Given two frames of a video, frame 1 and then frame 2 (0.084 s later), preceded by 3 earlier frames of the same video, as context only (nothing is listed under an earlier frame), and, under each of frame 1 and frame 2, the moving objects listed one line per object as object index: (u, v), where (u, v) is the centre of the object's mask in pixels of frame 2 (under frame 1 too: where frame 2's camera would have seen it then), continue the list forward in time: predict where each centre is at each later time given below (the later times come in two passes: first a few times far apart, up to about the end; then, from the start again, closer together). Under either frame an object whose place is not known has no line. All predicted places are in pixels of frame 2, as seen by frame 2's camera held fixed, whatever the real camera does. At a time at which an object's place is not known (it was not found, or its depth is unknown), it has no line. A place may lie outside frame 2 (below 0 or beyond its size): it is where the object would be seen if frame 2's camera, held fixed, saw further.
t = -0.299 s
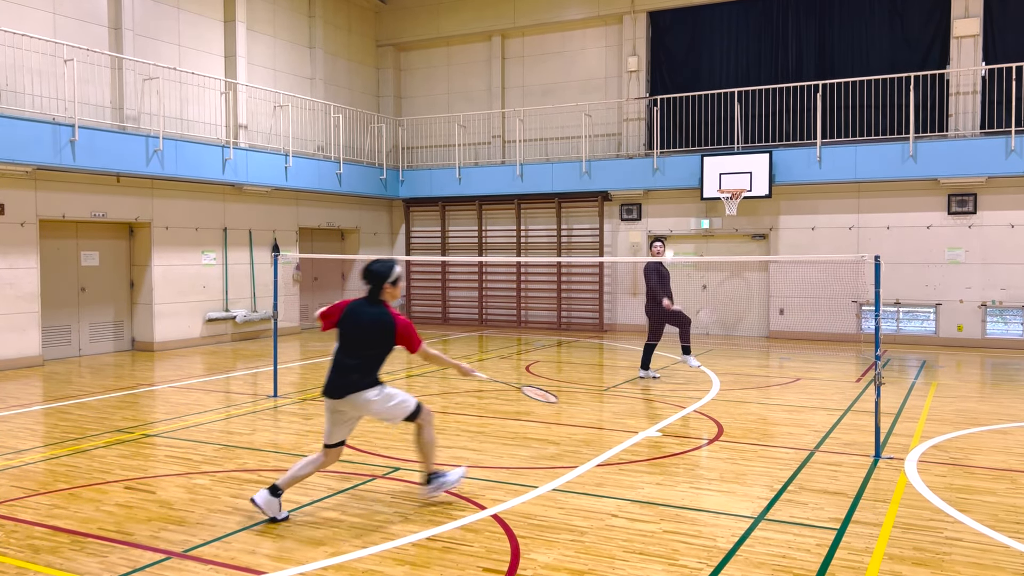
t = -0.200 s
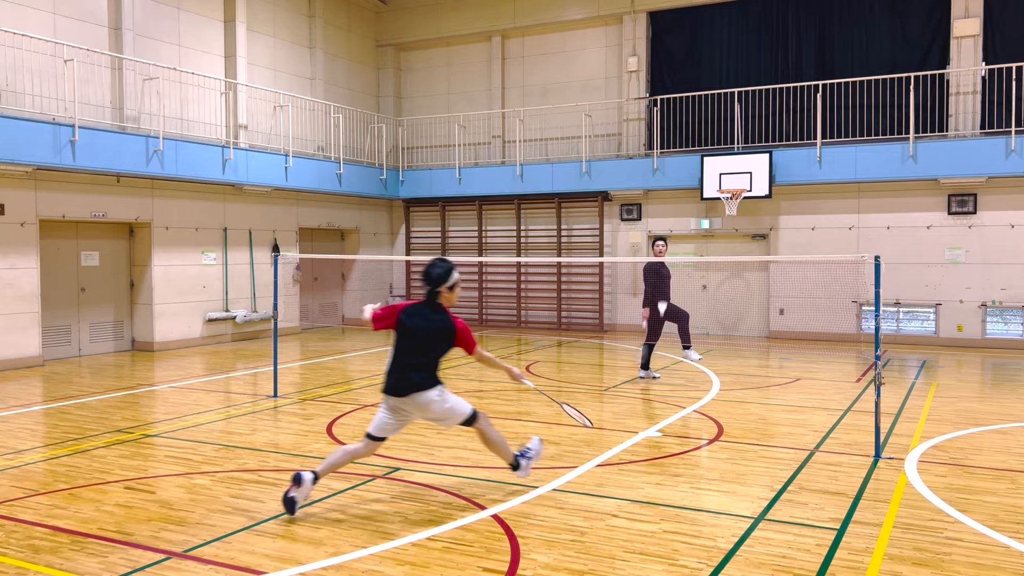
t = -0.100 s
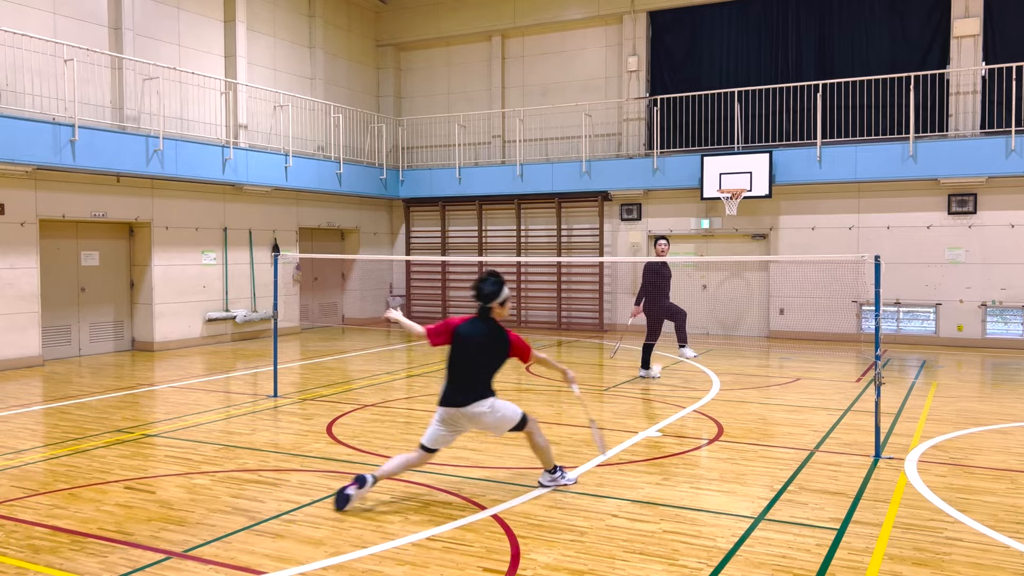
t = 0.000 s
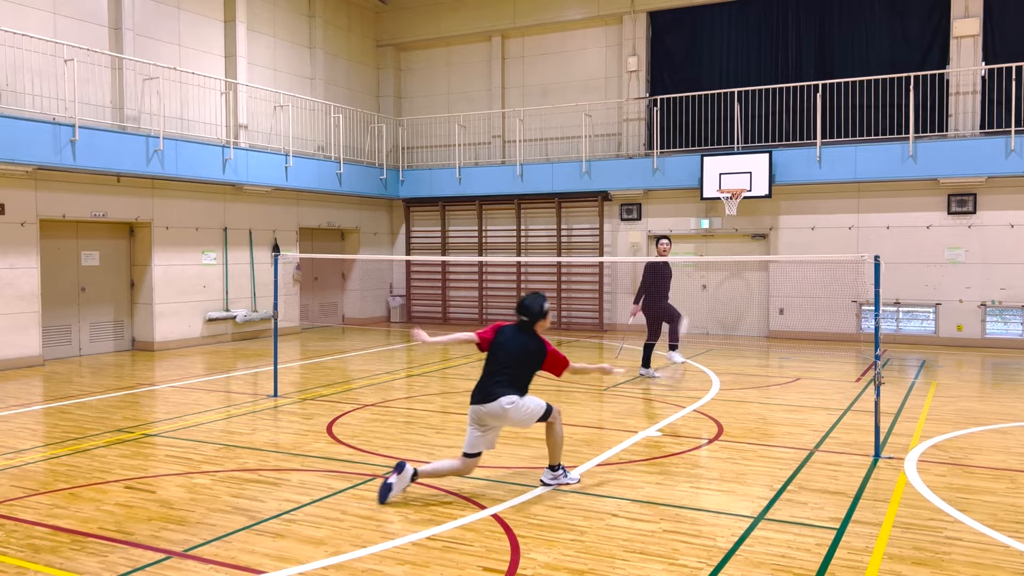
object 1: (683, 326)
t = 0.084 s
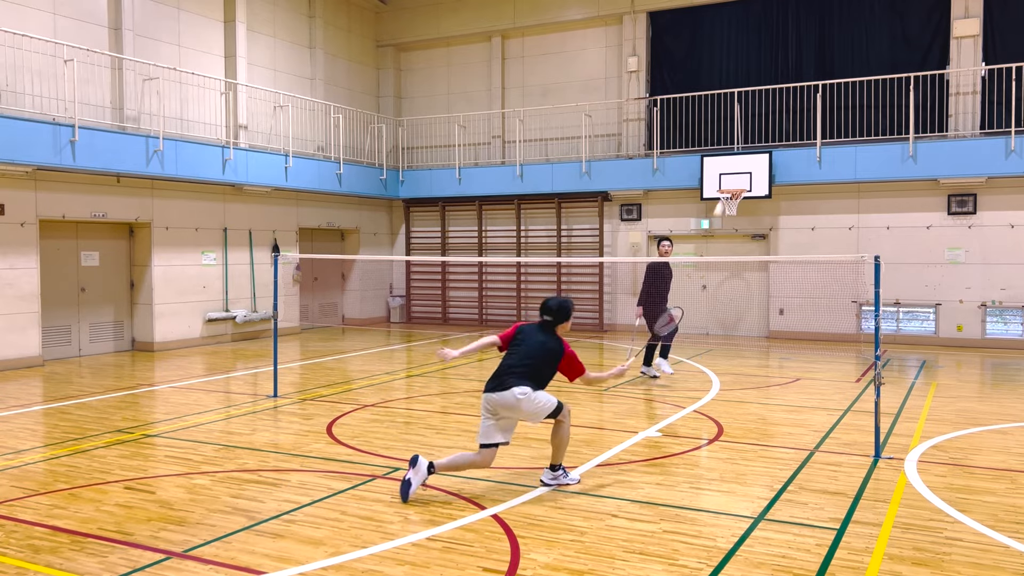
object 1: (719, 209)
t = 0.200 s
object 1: (752, 116)
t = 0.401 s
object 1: (788, 46)
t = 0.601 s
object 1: (812, 32)
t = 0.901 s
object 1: (840, 75)
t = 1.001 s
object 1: (848, 102)
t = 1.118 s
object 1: (855, 138)
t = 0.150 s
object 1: (739, 149)
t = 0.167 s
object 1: (743, 137)
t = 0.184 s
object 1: (748, 126)
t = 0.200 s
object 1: (752, 116)
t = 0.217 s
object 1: (756, 107)
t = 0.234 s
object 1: (760, 98)
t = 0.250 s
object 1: (763, 91)
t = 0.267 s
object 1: (767, 83)
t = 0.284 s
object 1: (770, 77)
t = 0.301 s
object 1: (773, 72)
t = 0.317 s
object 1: (776, 66)
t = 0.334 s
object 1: (778, 61)
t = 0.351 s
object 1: (780, 57)
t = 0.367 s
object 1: (783, 53)
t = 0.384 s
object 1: (785, 49)
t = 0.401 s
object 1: (788, 46)
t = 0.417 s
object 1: (790, 43)
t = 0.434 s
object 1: (792, 40)
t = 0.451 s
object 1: (795, 38)
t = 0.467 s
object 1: (797, 36)
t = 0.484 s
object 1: (799, 35)
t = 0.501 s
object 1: (801, 33)
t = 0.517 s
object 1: (803, 32)
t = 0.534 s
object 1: (804, 32)
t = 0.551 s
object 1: (807, 31)
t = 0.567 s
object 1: (808, 31)
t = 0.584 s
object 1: (810, 31)
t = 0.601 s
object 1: (812, 32)
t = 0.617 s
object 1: (814, 32)
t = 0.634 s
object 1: (815, 33)
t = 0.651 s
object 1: (817, 34)
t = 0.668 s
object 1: (818, 36)
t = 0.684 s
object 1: (820, 37)
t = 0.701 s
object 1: (822, 39)
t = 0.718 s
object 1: (824, 41)
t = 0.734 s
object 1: (825, 43)
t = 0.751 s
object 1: (827, 45)
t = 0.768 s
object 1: (828, 48)
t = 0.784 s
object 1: (830, 51)
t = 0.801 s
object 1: (831, 54)
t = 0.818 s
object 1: (833, 57)
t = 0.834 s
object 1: (834, 60)
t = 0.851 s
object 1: (836, 64)
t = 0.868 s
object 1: (837, 67)
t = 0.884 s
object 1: (838, 71)
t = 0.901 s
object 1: (840, 75)
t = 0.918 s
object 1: (841, 79)
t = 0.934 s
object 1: (843, 83)
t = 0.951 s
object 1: (844, 87)
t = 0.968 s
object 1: (845, 92)
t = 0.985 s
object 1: (847, 97)
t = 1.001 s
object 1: (848, 102)
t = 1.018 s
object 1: (849, 106)
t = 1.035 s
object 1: (850, 112)
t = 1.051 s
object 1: (851, 117)
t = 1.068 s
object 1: (852, 122)
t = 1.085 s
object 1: (854, 128)
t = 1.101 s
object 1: (854, 133)
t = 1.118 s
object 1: (855, 138)
